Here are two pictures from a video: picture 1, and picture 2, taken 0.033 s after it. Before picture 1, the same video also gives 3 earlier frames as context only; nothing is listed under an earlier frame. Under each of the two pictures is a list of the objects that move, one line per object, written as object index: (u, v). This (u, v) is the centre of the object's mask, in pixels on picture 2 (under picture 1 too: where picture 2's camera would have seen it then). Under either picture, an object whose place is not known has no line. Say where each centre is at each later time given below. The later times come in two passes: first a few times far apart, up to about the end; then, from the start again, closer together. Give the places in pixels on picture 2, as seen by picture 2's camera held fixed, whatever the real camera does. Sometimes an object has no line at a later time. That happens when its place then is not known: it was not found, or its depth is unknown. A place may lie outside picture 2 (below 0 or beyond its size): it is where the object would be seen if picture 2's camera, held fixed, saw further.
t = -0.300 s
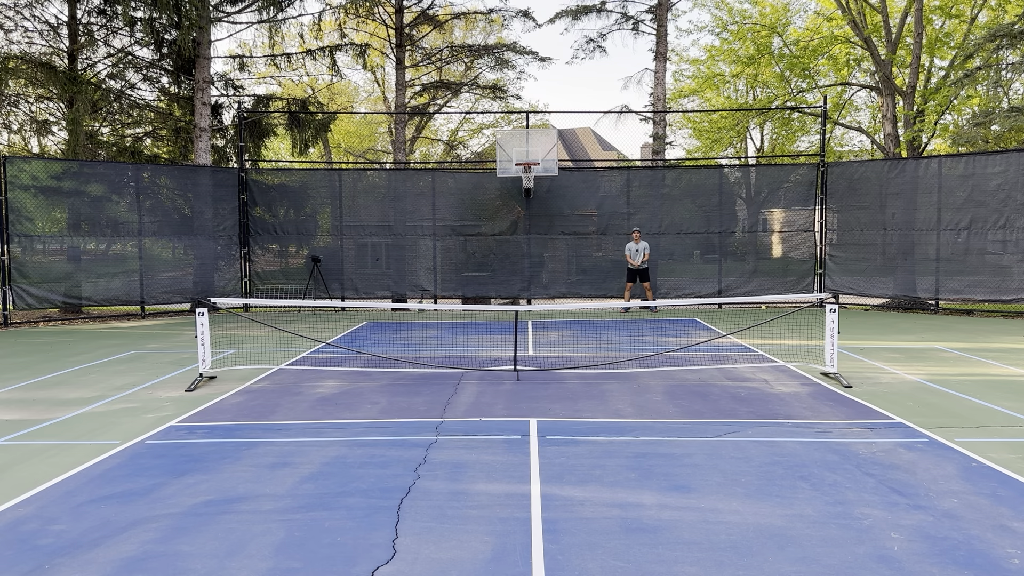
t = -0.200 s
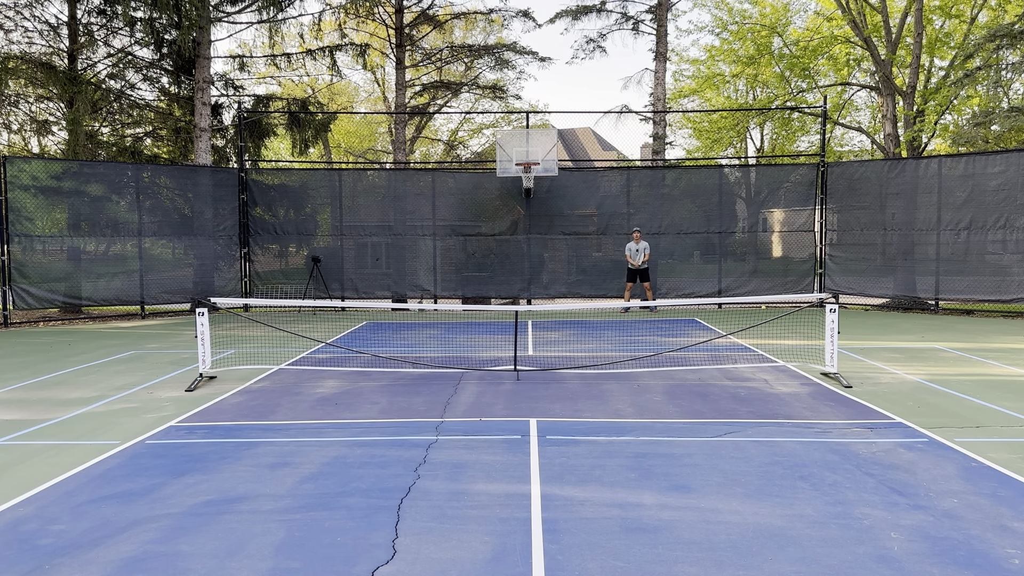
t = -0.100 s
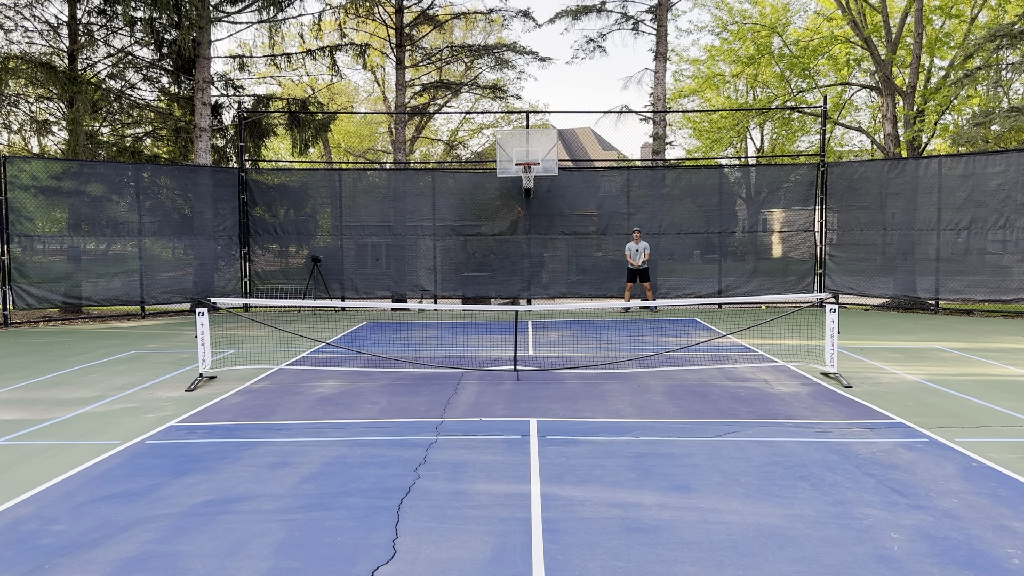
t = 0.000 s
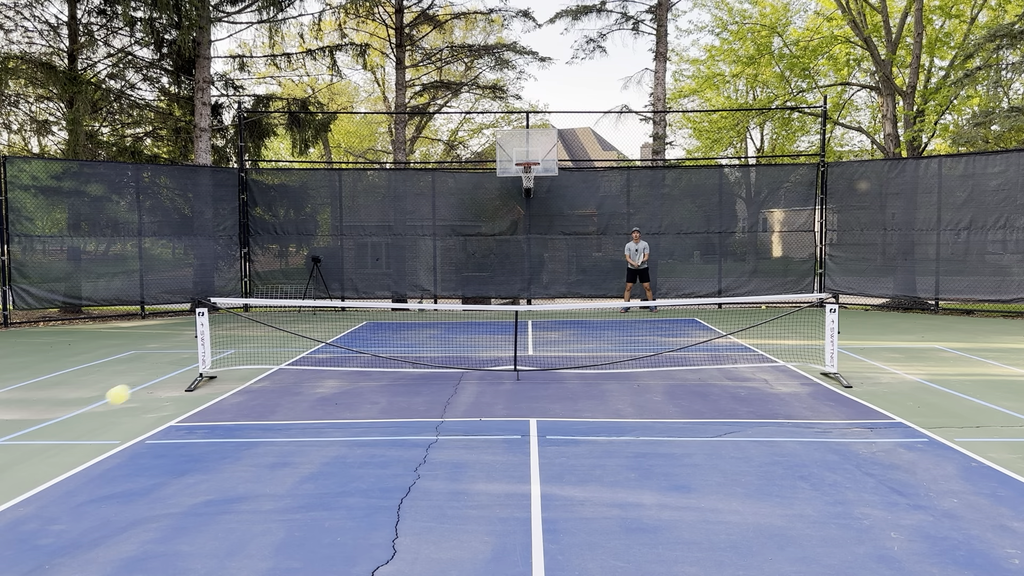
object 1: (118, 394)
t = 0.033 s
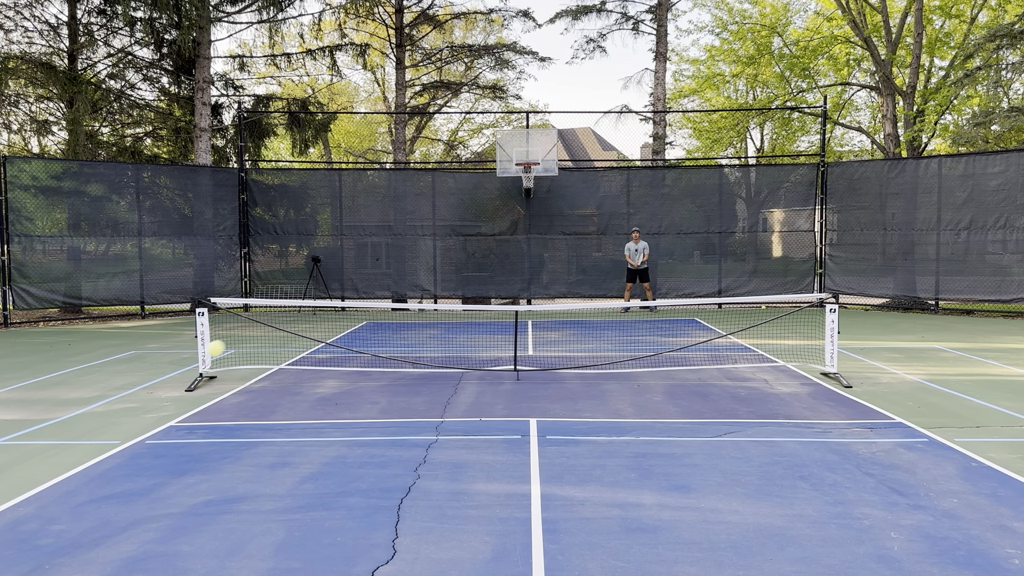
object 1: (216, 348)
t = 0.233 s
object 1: (472, 258)
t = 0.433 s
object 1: (565, 264)
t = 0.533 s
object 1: (592, 278)
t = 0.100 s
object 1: (341, 295)
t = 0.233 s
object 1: (472, 258)
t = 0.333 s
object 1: (527, 255)
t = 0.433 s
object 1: (565, 264)
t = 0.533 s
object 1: (592, 278)
